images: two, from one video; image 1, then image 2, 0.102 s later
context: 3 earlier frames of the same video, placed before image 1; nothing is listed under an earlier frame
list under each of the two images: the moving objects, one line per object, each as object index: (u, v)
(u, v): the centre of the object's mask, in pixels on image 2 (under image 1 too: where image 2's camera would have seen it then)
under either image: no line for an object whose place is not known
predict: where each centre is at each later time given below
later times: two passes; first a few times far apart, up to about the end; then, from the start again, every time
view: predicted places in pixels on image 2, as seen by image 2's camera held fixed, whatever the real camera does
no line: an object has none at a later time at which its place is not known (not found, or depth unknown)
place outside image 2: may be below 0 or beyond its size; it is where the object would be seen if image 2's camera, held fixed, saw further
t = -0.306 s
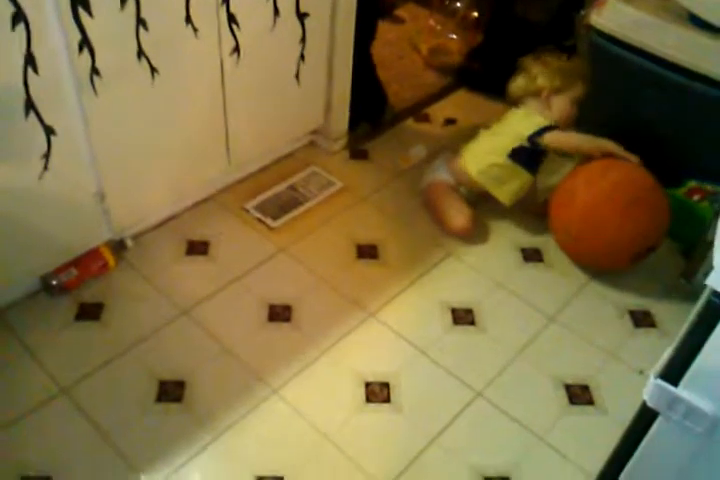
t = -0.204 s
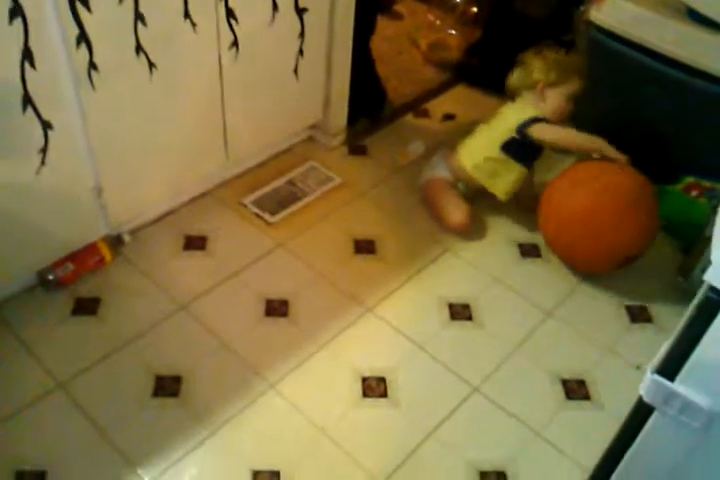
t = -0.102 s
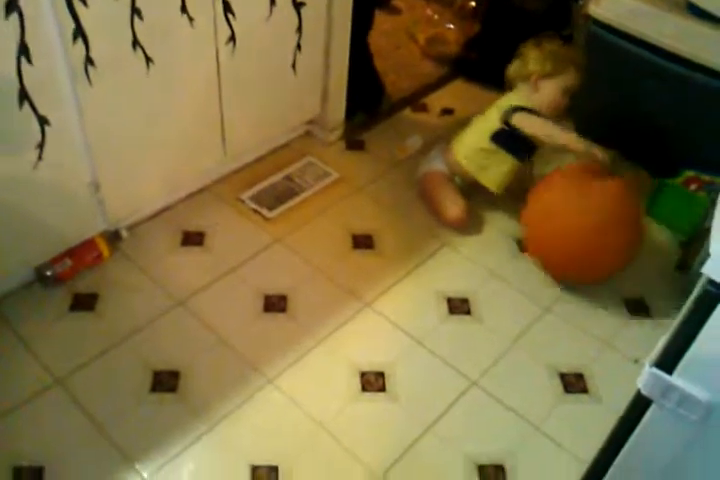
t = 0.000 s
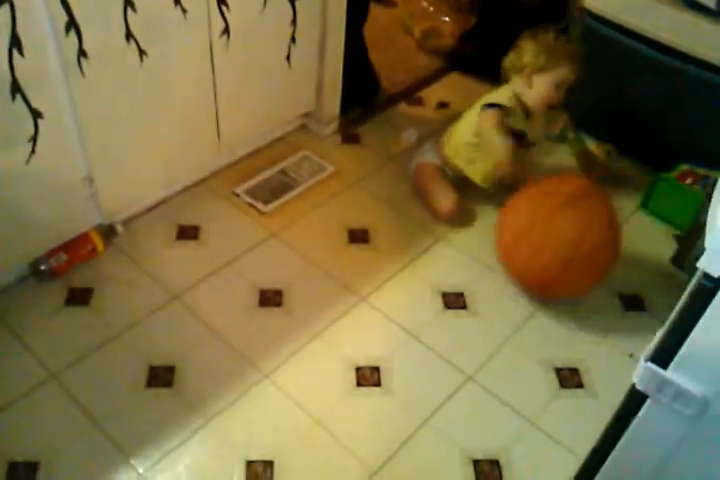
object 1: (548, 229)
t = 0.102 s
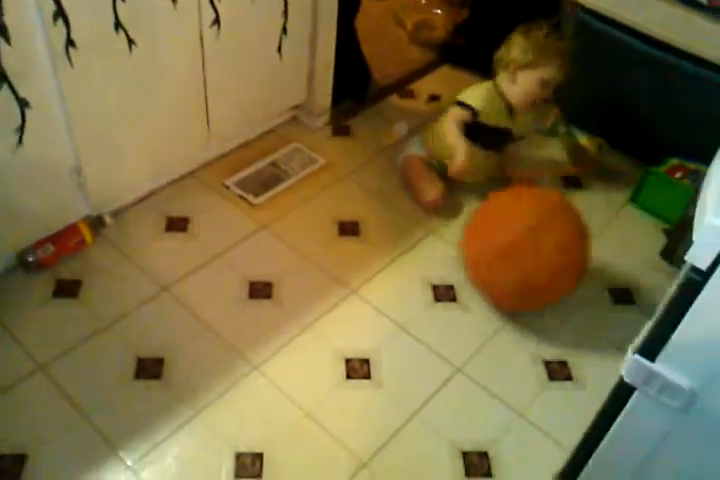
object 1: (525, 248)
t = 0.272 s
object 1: (483, 282)
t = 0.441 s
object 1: (436, 317)
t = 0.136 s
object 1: (516, 254)
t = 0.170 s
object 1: (508, 261)
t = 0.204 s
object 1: (500, 268)
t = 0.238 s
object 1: (492, 275)
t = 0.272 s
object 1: (483, 282)
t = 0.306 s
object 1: (474, 289)
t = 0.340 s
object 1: (464, 296)
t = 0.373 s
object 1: (455, 303)
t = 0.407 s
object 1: (445, 310)
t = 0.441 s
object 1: (436, 317)
